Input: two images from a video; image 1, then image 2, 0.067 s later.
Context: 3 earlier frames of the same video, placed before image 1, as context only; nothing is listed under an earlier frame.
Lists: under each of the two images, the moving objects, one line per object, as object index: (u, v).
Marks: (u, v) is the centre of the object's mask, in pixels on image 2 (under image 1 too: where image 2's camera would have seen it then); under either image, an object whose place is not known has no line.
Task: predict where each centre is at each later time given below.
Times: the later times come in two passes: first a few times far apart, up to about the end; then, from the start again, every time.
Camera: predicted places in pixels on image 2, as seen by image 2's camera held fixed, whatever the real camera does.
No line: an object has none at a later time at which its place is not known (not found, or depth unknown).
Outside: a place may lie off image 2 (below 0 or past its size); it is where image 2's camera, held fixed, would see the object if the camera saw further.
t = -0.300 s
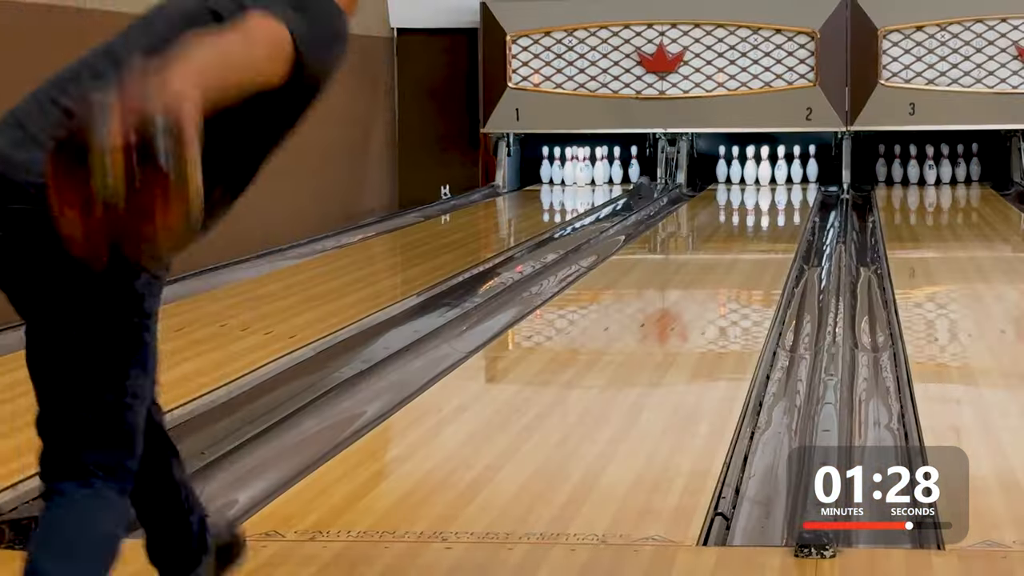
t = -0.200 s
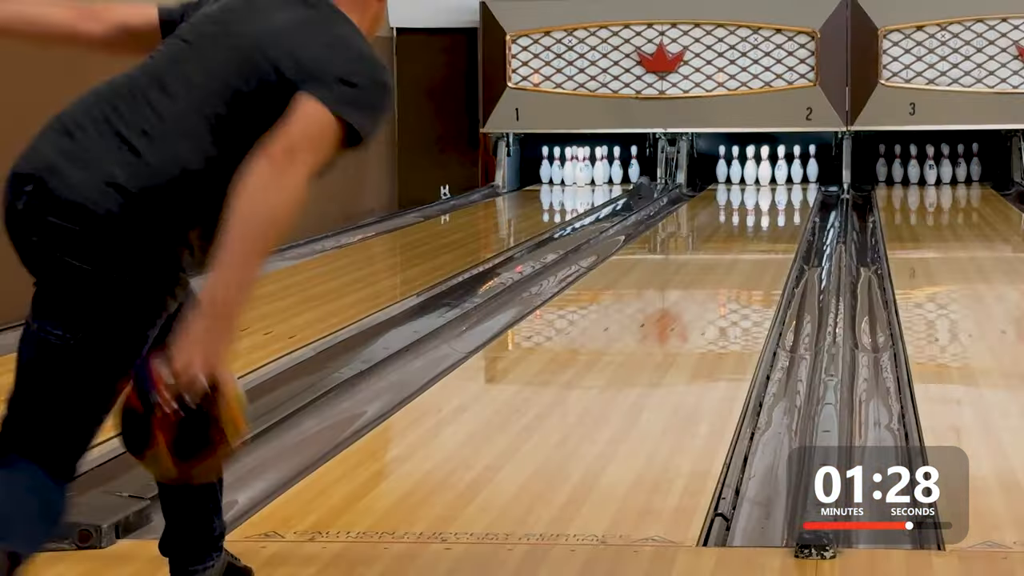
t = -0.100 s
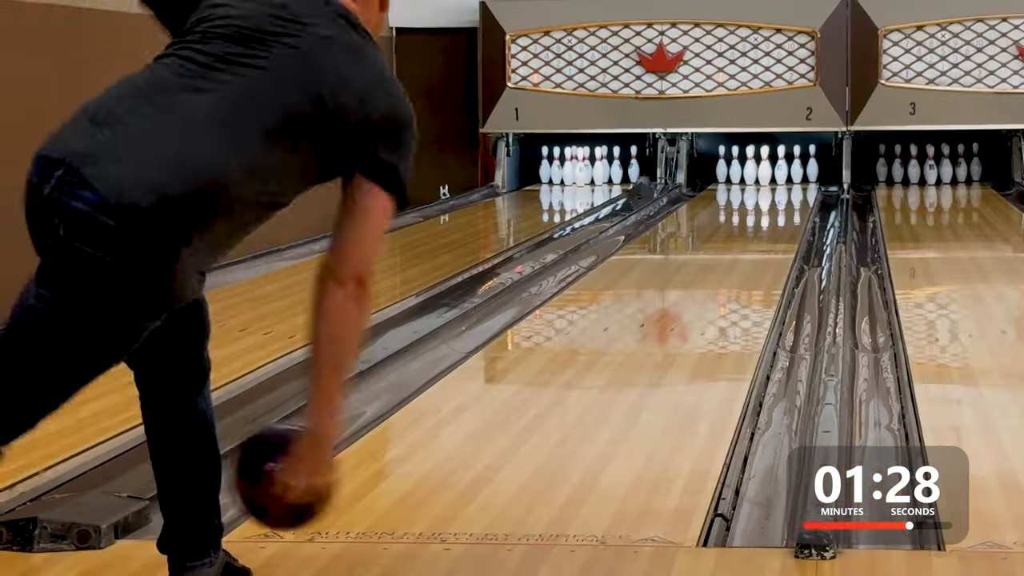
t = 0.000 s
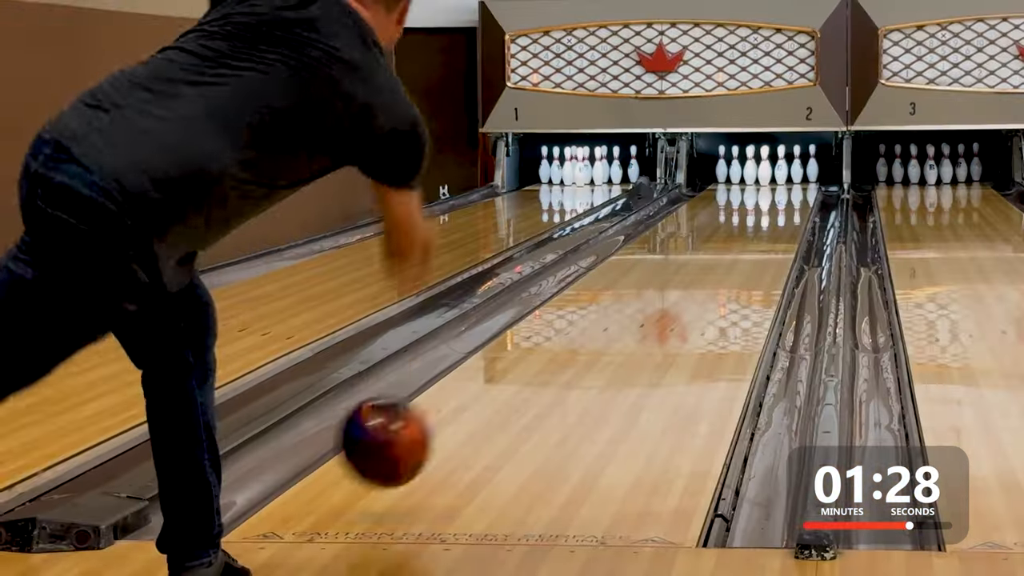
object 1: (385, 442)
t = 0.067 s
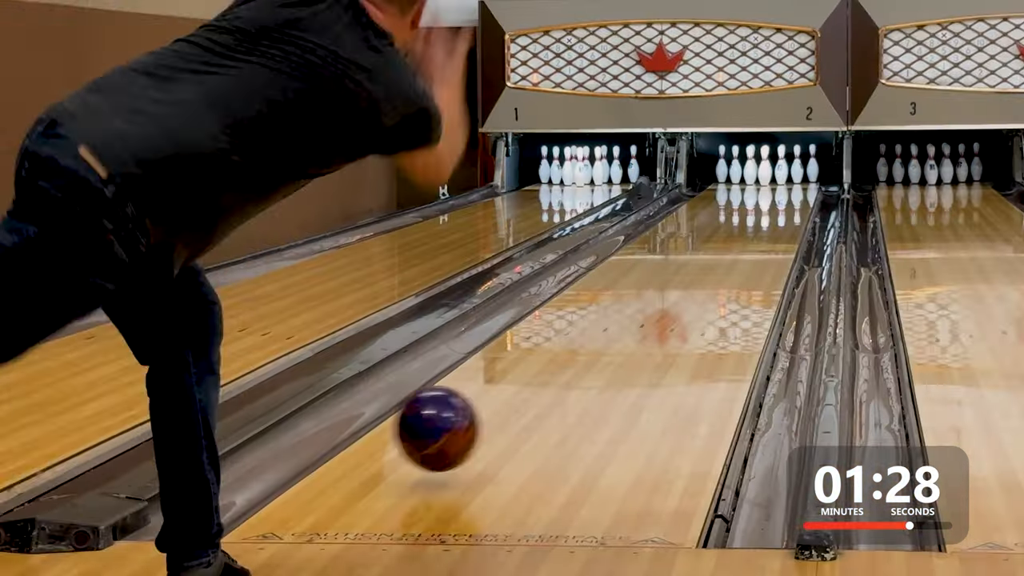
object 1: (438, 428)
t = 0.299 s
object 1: (566, 360)
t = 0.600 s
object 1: (662, 297)
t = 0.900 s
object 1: (721, 258)
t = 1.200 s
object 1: (760, 231)
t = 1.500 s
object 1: (783, 212)
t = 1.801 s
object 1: (793, 197)
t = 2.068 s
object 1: (787, 187)
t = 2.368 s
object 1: (772, 179)
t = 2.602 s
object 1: (762, 174)
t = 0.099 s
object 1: (461, 427)
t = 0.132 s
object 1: (482, 413)
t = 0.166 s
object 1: (502, 400)
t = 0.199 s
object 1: (520, 391)
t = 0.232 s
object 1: (536, 380)
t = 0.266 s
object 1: (552, 369)
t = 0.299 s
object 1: (566, 360)
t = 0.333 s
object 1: (580, 351)
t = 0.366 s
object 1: (593, 343)
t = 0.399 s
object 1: (604, 335)
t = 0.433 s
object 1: (616, 328)
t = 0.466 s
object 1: (626, 320)
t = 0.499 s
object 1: (636, 314)
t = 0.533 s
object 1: (645, 308)
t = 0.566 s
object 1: (654, 303)
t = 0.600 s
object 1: (662, 297)
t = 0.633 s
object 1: (670, 292)
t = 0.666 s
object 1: (678, 287)
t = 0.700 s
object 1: (684, 282)
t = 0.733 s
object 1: (692, 278)
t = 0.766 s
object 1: (698, 273)
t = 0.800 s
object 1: (704, 270)
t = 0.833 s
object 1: (710, 266)
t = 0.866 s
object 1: (715, 262)
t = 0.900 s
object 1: (721, 258)
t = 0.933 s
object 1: (726, 255)
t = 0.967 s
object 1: (731, 252)
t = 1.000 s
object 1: (735, 248)
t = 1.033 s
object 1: (740, 245)
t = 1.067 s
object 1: (745, 242)
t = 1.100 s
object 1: (749, 239)
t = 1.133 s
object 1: (752, 237)
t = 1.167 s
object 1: (756, 234)
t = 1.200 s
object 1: (760, 231)
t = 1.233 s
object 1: (762, 229)
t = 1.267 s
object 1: (765, 227)
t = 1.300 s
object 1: (769, 224)
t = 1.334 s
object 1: (771, 222)
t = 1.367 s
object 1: (774, 220)
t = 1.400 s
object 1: (777, 218)
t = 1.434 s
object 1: (779, 216)
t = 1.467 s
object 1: (781, 214)
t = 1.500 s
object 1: (783, 212)
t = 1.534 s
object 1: (785, 210)
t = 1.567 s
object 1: (787, 208)
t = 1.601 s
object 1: (788, 207)
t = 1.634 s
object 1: (790, 204)
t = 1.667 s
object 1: (790, 203)
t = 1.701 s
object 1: (791, 202)
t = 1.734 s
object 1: (792, 200)
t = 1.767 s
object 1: (793, 198)
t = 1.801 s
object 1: (793, 197)
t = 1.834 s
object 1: (792, 196)
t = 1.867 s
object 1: (792, 195)
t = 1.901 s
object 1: (792, 193)
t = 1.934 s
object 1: (792, 192)
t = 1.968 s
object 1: (791, 191)
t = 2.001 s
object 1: (790, 190)
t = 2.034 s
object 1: (789, 188)
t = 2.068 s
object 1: (787, 187)
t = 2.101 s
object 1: (786, 186)
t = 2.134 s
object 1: (785, 185)
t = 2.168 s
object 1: (783, 184)
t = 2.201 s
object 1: (781, 183)
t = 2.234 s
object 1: (780, 182)
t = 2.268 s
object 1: (777, 182)
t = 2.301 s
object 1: (776, 181)
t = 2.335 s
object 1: (774, 180)
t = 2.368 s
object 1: (772, 179)
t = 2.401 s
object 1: (770, 178)
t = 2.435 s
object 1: (768, 177)
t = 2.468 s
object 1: (766, 176)
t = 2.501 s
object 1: (766, 176)
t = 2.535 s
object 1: (766, 175)
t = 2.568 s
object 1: (763, 174)
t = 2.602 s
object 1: (762, 174)
